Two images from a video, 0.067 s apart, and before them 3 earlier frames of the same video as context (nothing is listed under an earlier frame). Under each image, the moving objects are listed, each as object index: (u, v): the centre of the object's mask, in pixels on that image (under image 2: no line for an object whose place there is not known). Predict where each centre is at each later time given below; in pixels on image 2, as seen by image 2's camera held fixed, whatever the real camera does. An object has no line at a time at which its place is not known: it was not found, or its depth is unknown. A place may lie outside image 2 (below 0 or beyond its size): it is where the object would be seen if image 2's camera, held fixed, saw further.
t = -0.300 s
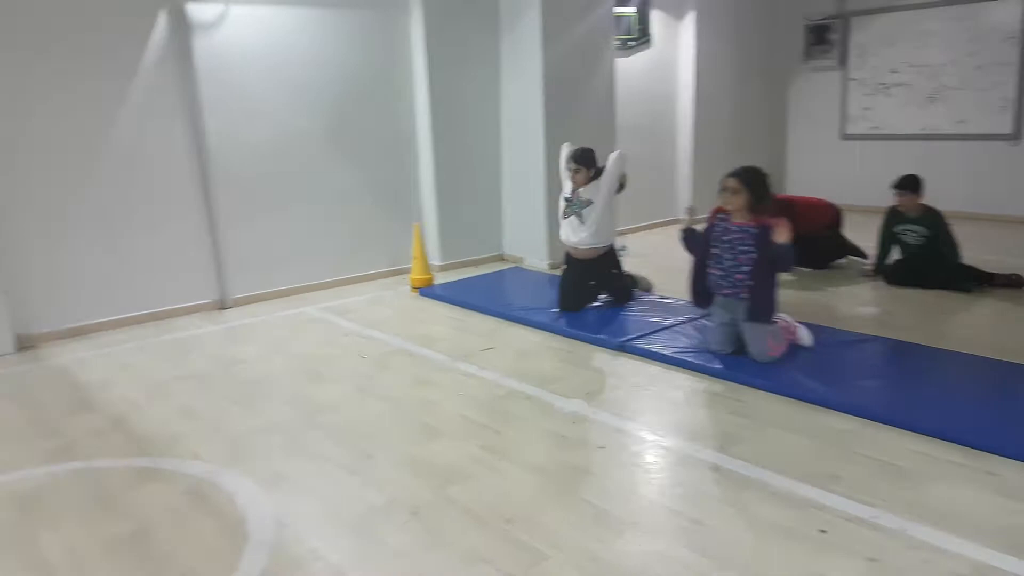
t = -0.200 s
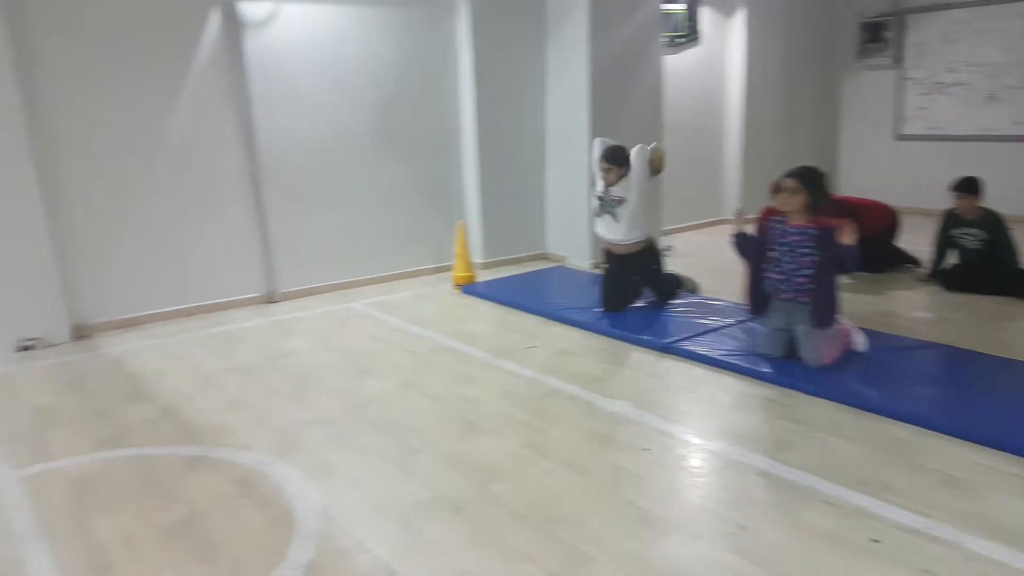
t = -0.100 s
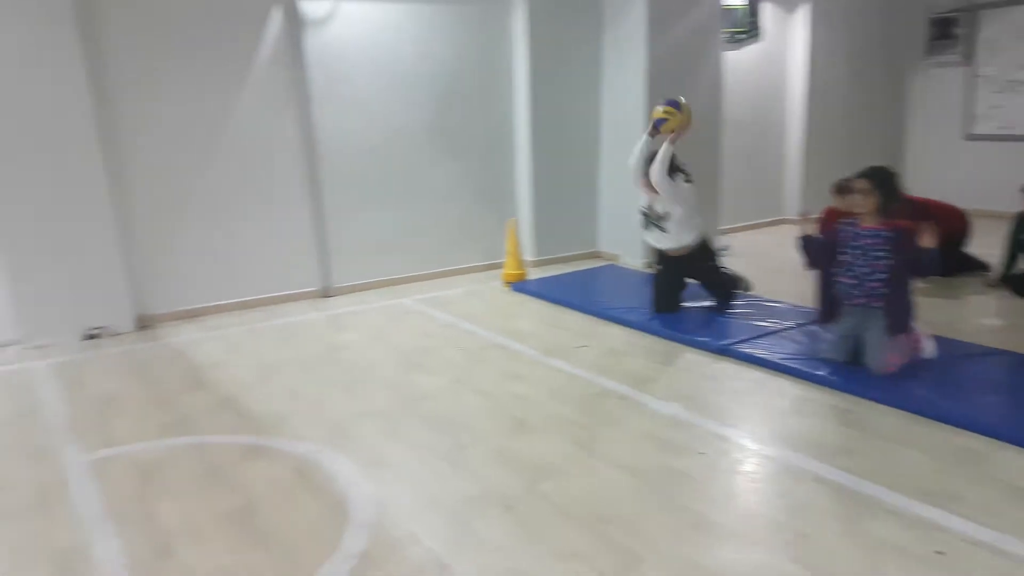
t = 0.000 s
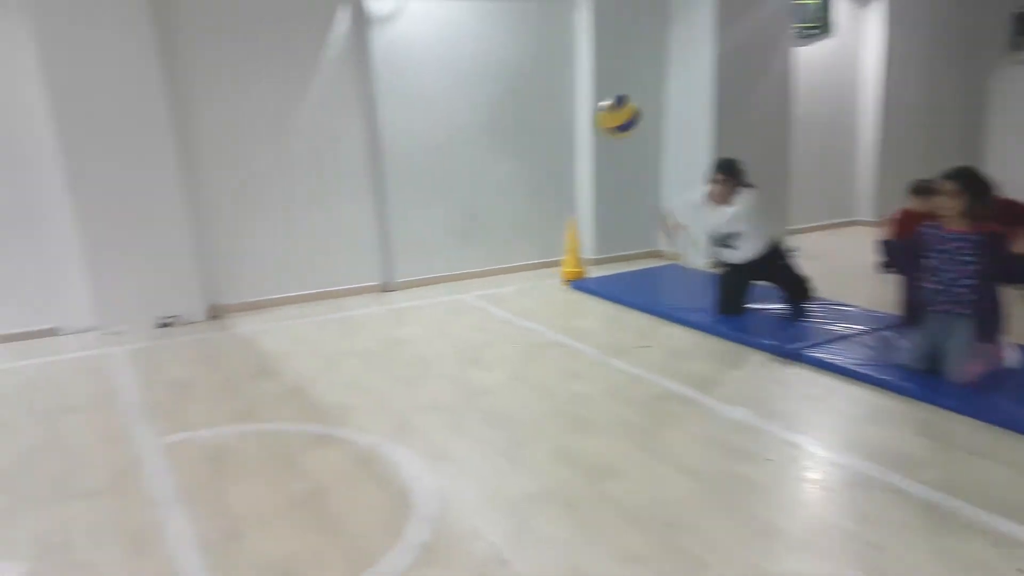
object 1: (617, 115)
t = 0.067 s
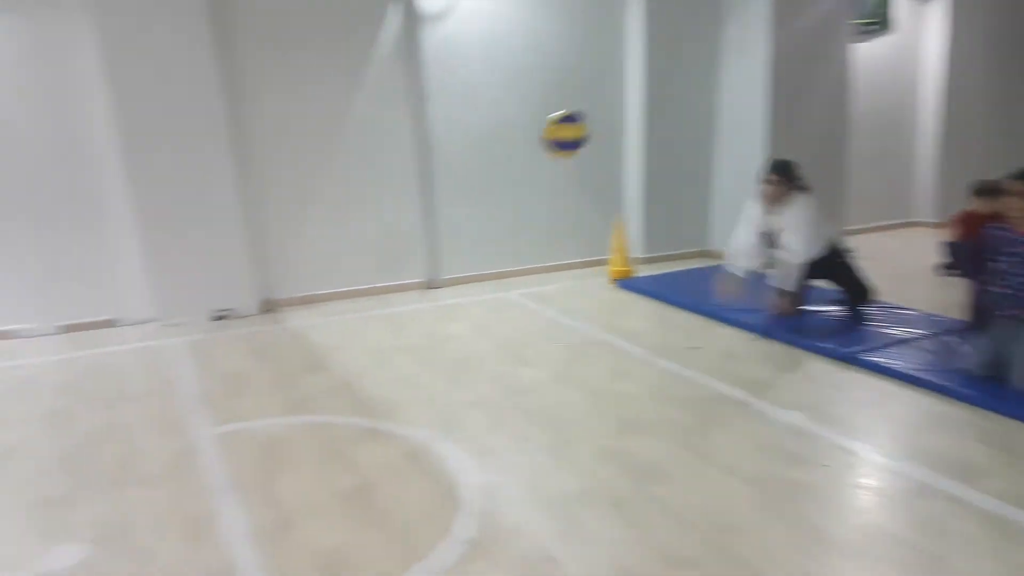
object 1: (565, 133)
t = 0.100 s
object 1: (509, 147)
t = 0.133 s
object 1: (446, 167)
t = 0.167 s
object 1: (381, 189)
